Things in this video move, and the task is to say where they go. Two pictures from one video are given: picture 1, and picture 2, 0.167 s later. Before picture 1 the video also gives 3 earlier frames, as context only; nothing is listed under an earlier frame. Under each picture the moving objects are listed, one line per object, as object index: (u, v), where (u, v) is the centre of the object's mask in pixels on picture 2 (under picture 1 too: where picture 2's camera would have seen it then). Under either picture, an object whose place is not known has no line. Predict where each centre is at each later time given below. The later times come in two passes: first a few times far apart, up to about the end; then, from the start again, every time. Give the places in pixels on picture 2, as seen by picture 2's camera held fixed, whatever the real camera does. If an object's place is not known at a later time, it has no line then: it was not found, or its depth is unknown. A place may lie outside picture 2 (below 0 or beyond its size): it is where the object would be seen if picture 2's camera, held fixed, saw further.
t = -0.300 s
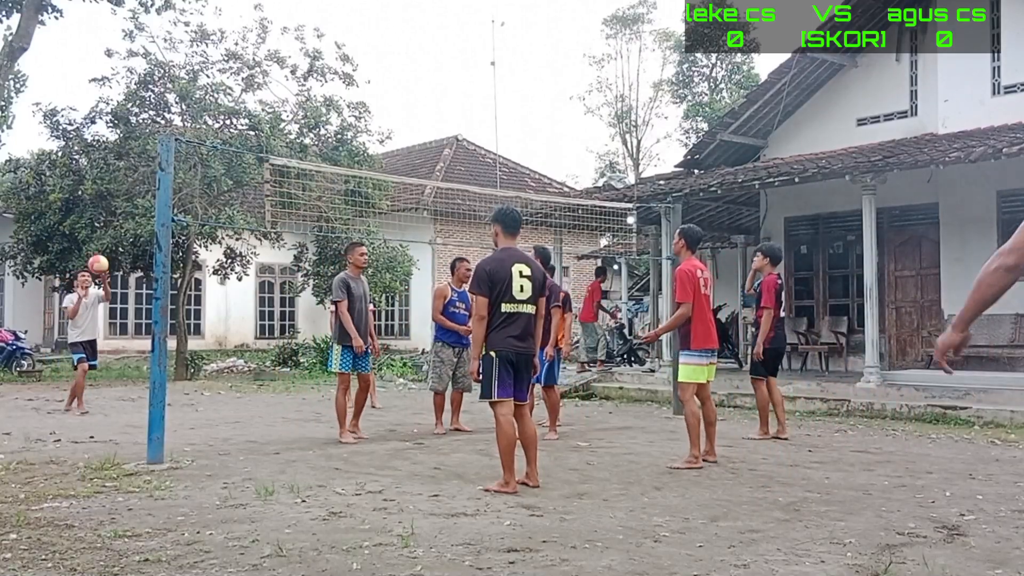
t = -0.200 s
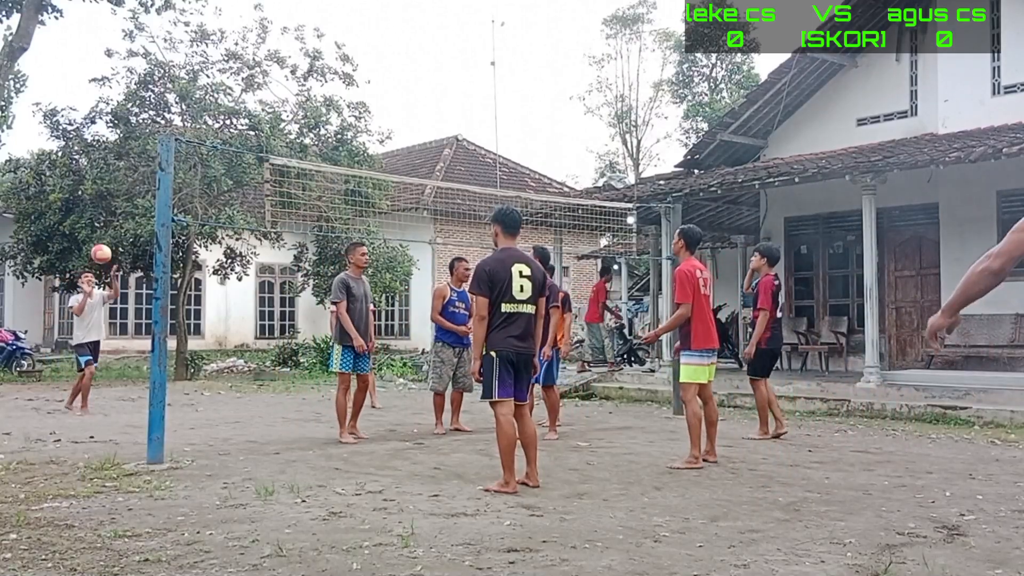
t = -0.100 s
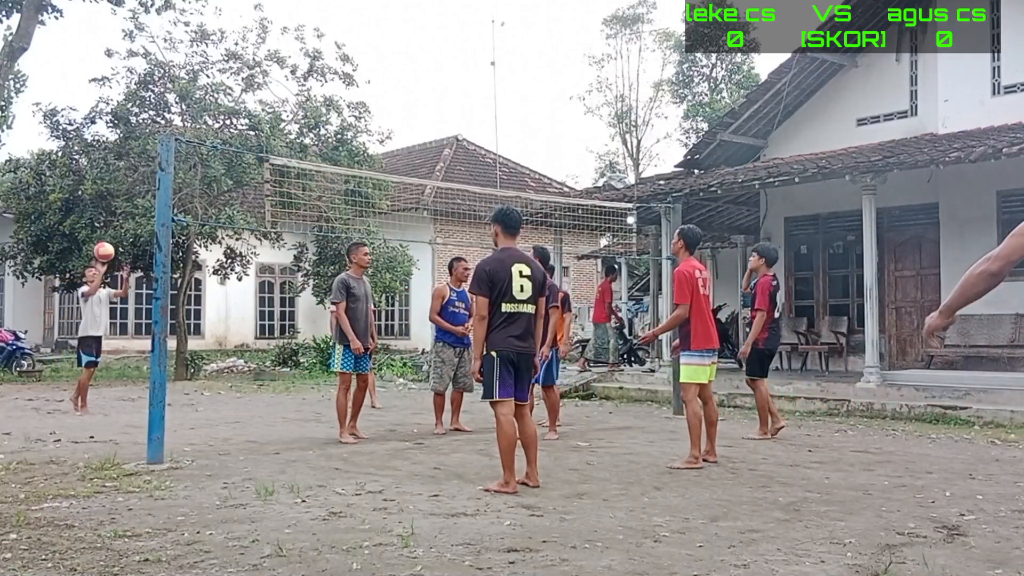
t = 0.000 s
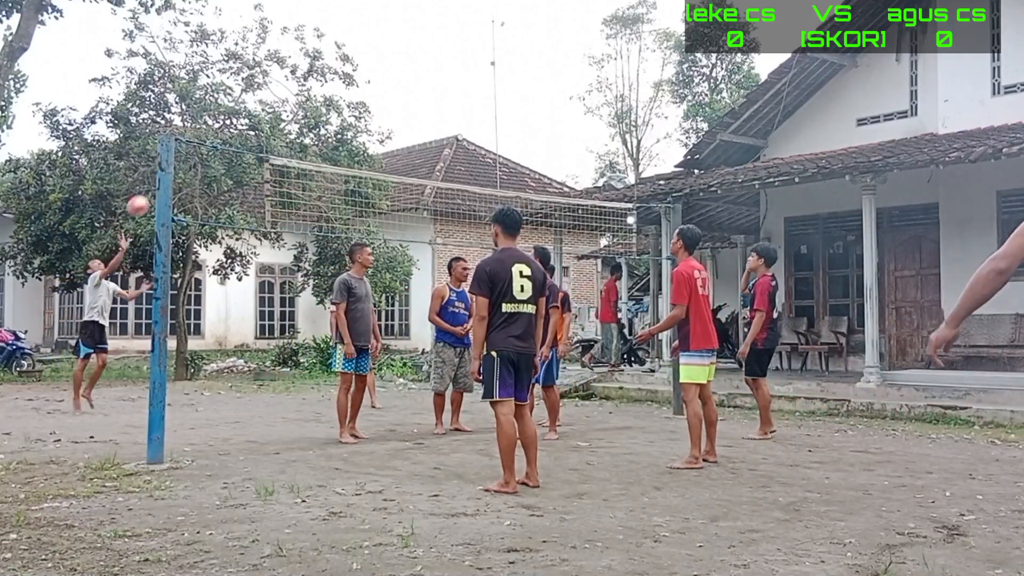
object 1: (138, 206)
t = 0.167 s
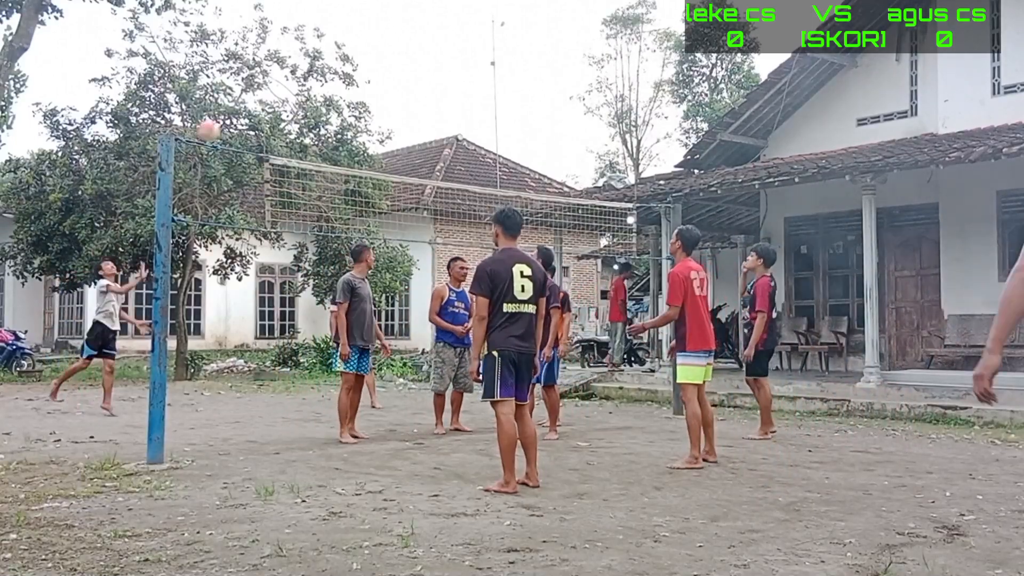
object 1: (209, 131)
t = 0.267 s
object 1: (250, 96)
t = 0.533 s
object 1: (369, 53)
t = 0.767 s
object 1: (476, 73)
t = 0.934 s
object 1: (557, 123)
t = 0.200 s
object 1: (222, 118)
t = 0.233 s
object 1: (237, 108)
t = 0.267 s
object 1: (250, 96)
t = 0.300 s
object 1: (265, 87)
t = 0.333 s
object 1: (280, 80)
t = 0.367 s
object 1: (294, 74)
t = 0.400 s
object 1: (308, 67)
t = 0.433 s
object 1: (322, 62)
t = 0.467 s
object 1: (338, 58)
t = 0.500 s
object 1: (352, 56)
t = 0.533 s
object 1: (369, 53)
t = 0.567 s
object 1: (383, 53)
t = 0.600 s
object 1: (398, 53)
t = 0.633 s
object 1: (414, 55)
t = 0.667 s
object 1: (429, 58)
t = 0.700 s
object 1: (445, 62)
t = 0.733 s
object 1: (461, 66)
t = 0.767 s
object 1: (476, 73)
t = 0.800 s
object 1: (492, 80)
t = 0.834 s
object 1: (508, 89)
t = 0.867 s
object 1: (525, 99)
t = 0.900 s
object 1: (541, 111)
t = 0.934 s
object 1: (557, 123)
